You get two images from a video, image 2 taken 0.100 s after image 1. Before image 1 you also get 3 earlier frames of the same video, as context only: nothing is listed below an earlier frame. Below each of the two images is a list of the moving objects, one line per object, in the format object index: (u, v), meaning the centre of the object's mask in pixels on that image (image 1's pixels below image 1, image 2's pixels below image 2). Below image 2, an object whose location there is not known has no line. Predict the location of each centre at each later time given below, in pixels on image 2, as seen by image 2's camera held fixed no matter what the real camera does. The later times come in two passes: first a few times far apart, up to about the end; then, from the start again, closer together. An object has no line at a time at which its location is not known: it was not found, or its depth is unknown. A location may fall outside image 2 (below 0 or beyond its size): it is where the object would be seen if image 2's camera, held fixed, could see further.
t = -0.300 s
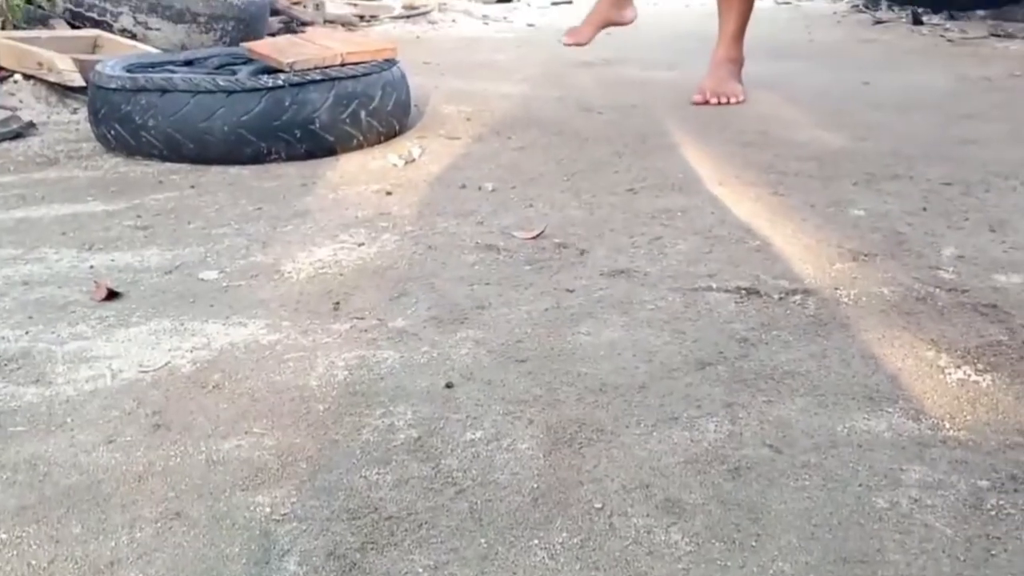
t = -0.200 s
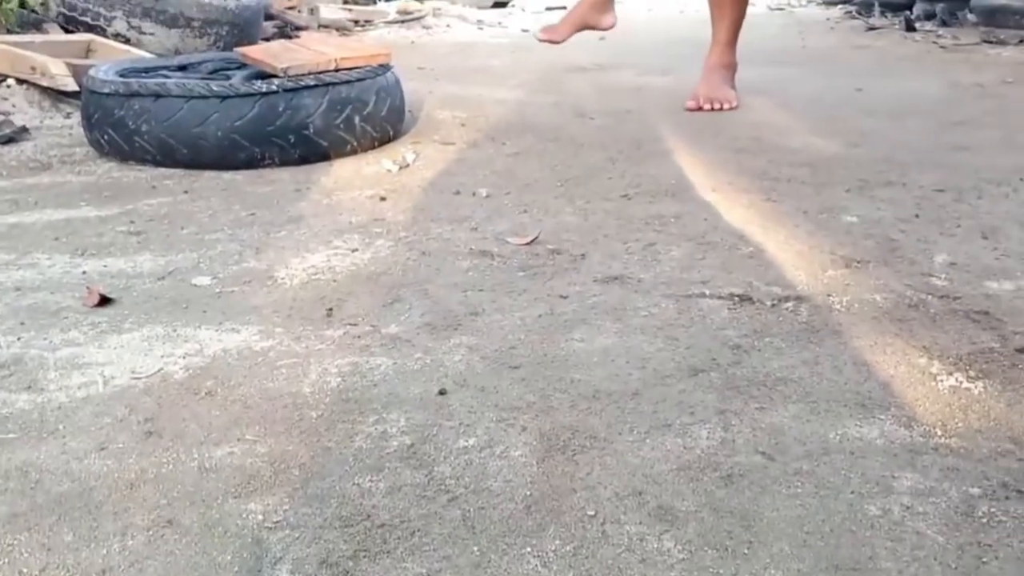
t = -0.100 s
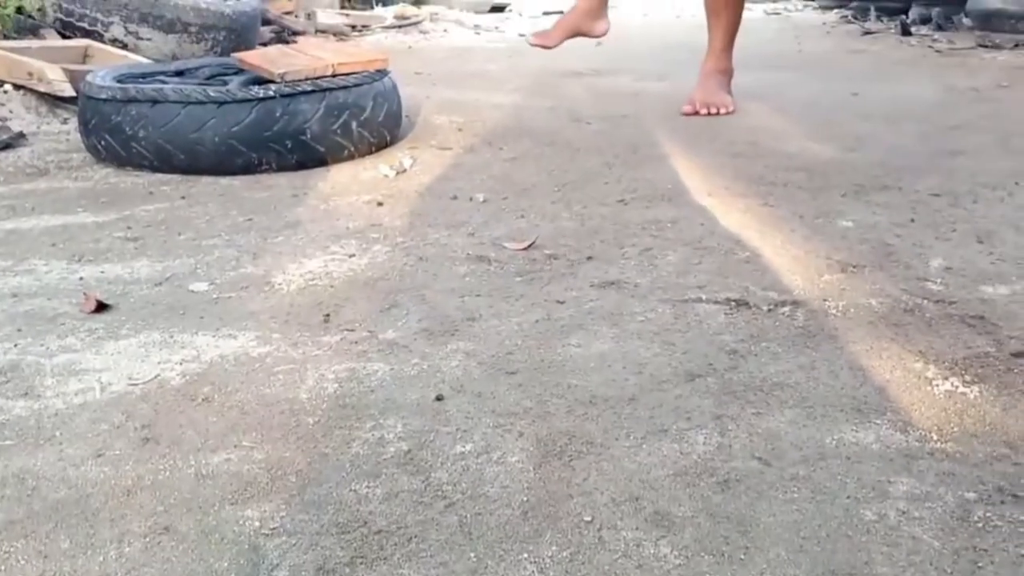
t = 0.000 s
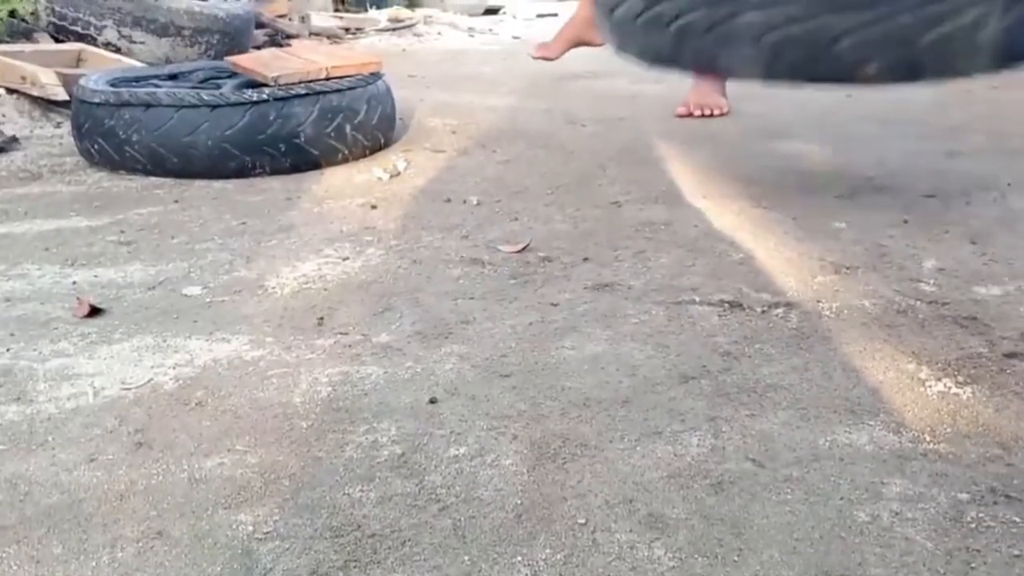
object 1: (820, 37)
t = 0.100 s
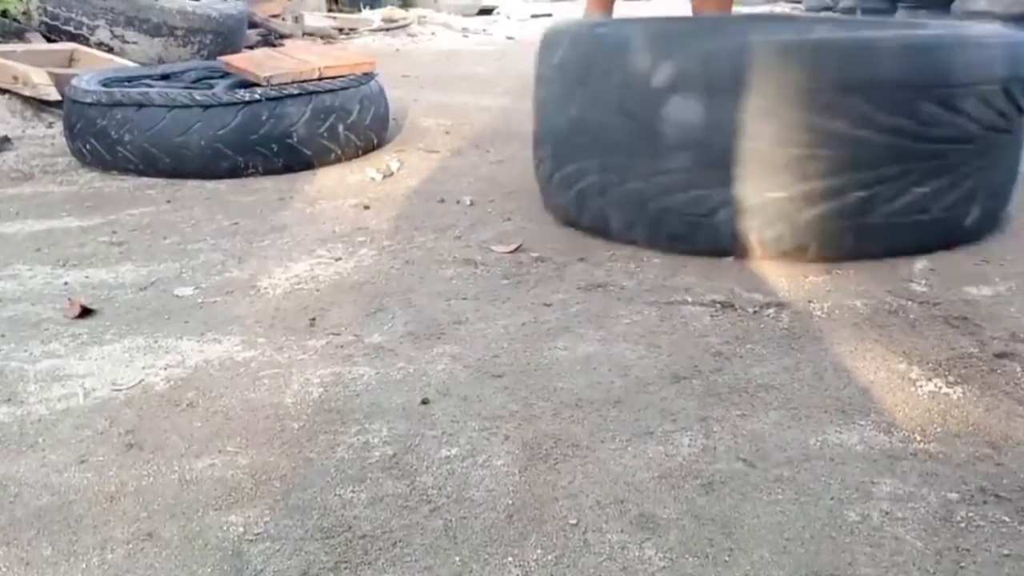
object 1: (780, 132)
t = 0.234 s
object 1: (723, 111)
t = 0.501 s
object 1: (699, 127)
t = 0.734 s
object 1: (709, 132)
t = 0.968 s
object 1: (710, 132)
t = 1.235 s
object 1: (712, 132)
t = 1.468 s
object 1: (712, 132)
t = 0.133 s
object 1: (769, 117)
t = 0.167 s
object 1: (751, 109)
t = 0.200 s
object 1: (737, 107)
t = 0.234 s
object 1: (723, 111)
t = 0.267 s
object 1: (712, 114)
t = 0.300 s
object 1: (703, 113)
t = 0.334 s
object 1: (695, 115)
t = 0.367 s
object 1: (690, 116)
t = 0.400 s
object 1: (690, 119)
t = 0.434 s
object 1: (694, 124)
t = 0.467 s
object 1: (694, 136)
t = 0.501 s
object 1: (699, 127)
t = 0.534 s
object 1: (704, 126)
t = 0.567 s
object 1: (706, 130)
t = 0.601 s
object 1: (707, 132)
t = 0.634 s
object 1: (707, 132)
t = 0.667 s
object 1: (707, 133)
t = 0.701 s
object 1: (708, 132)
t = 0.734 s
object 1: (709, 132)
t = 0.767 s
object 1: (709, 132)
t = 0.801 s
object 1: (709, 132)
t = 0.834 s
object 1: (709, 132)
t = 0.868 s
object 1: (709, 132)
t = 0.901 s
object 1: (709, 132)
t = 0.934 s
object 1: (709, 132)
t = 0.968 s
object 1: (710, 132)
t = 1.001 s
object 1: (710, 132)
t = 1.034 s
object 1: (711, 132)
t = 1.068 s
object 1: (711, 132)
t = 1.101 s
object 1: (711, 132)
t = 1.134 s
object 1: (711, 131)
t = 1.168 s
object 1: (712, 132)
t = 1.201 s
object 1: (712, 132)
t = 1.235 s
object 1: (712, 132)
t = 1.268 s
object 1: (712, 132)
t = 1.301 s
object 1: (711, 132)
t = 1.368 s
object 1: (712, 132)
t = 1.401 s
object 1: (712, 132)
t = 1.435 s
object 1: (712, 132)
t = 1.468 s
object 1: (712, 132)
